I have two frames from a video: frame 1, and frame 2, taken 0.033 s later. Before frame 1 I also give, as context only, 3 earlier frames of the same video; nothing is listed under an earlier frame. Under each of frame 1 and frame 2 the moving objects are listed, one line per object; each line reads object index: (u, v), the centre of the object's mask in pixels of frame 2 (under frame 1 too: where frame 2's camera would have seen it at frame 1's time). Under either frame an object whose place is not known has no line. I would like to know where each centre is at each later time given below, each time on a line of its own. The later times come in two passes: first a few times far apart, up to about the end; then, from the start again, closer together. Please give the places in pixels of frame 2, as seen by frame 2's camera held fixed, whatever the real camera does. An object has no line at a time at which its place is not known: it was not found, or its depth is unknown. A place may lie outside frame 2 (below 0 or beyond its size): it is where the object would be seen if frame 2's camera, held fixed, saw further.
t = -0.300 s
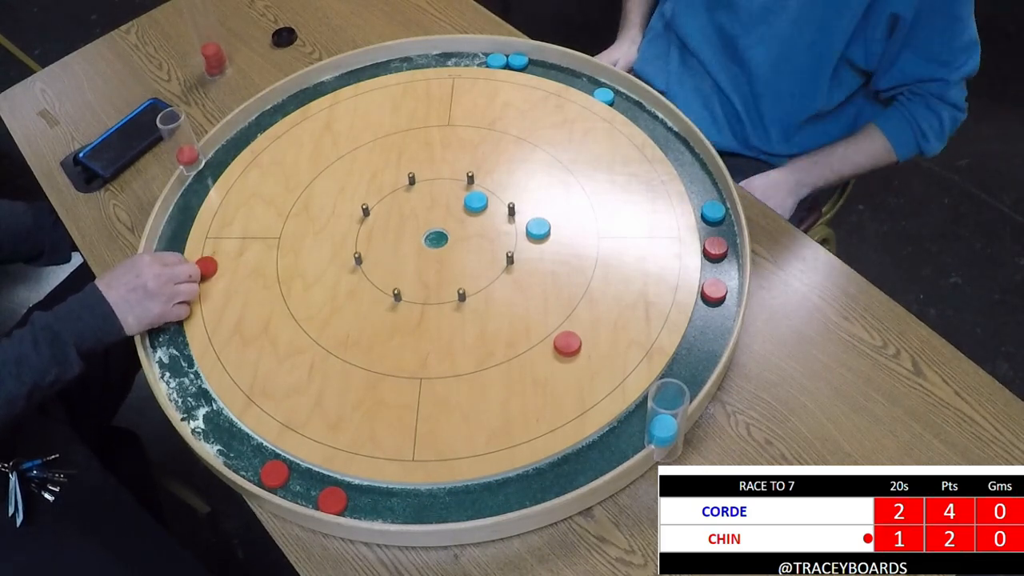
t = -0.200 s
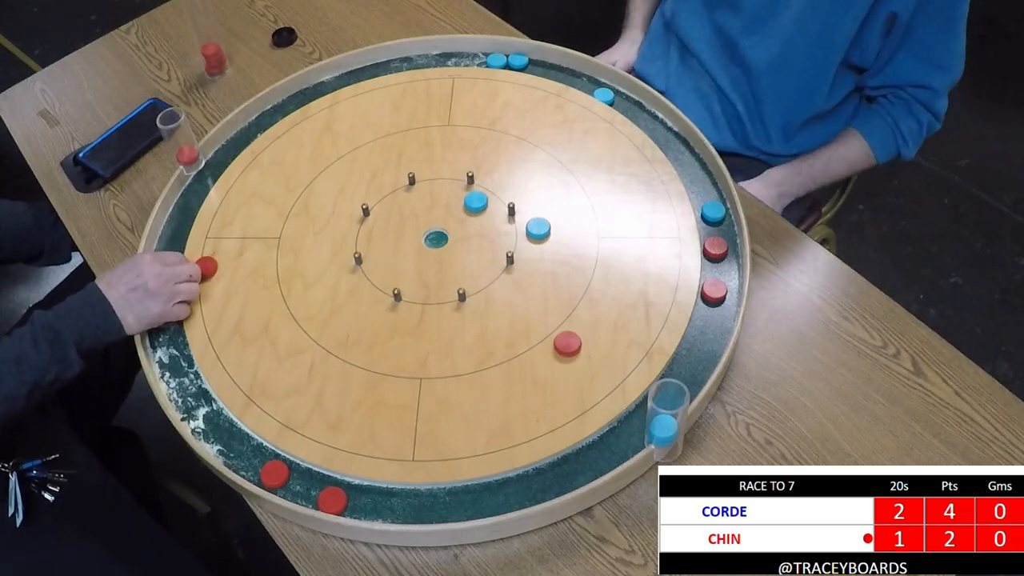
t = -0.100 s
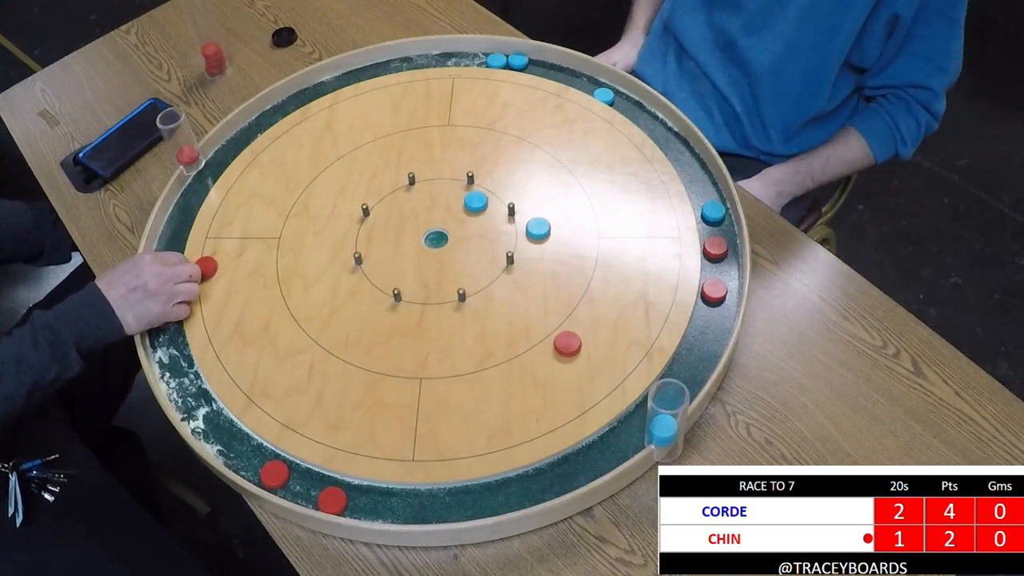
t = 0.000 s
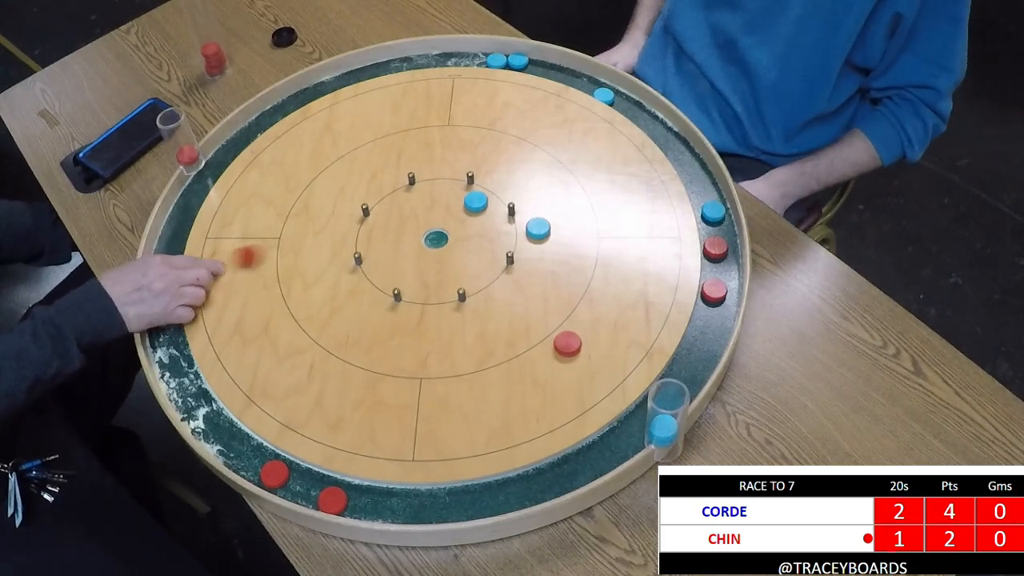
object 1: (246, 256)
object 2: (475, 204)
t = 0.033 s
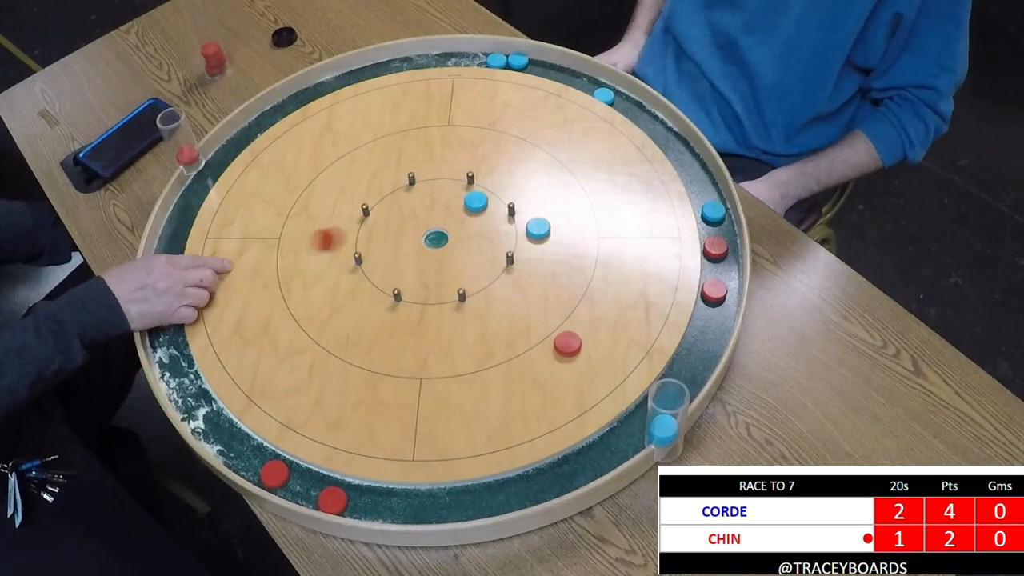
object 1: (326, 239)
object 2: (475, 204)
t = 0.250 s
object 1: (493, 235)
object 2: (677, 139)
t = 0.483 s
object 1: (519, 243)
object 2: (673, 141)
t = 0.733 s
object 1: (520, 243)
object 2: (676, 141)
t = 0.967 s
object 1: (520, 243)
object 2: (676, 141)
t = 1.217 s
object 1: (520, 243)
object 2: (676, 141)
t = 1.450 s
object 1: (520, 243)
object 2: (676, 141)
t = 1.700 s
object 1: (520, 243)
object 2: (676, 141)
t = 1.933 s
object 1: (520, 243)
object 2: (676, 141)
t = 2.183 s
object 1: (520, 243)
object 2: (676, 141)
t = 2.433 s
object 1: (520, 243)
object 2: (676, 141)
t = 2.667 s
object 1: (520, 243)
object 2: (676, 141)
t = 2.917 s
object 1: (520, 243)
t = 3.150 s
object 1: (520, 243)
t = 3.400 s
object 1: (520, 243)
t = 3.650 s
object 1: (520, 243)
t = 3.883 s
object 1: (520, 243)
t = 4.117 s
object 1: (520, 243)
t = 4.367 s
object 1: (520, 243)
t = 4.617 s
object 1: (520, 243)
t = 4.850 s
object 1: (520, 243)
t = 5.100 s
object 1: (520, 243)
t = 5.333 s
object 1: (520, 243)
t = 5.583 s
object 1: (520, 243)
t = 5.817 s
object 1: (520, 243)
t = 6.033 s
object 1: (520, 243)
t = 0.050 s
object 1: (366, 230)
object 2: (475, 202)
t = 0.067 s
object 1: (405, 221)
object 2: (475, 202)
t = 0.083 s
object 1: (442, 212)
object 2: (475, 202)
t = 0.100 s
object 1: (457, 212)
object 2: (496, 195)
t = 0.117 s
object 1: (462, 215)
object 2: (526, 185)
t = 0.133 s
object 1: (466, 218)
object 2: (554, 175)
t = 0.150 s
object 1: (471, 221)
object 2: (580, 166)
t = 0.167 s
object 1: (475, 223)
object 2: (606, 157)
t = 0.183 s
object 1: (479, 226)
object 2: (632, 148)
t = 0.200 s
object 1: (483, 228)
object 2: (659, 139)
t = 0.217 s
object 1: (486, 230)
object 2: (676, 135)
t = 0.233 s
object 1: (490, 233)
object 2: (668, 141)
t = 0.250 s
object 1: (493, 235)
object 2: (677, 139)
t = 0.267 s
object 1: (496, 237)
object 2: (672, 140)
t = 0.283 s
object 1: (499, 238)
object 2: (667, 143)
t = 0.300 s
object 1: (502, 240)
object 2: (670, 142)
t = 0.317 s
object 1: (504, 241)
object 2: (674, 140)
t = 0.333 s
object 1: (507, 243)
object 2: (676, 140)
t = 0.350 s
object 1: (509, 244)
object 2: (673, 141)
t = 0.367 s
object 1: (511, 245)
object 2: (670, 142)
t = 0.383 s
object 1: (513, 245)
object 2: (668, 142)
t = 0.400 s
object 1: (515, 245)
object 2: (666, 143)
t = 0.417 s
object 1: (516, 244)
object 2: (667, 143)
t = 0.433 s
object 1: (517, 244)
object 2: (669, 142)
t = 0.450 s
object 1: (518, 244)
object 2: (670, 142)
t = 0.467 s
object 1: (519, 243)
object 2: (672, 142)
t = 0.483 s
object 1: (519, 243)
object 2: (673, 141)
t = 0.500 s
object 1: (519, 243)
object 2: (674, 141)
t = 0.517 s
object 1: (520, 243)
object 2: (675, 141)
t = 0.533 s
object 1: (520, 243)
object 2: (675, 141)
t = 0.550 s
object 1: (520, 243)
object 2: (675, 141)
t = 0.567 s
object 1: (520, 243)
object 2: (675, 141)
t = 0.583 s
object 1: (519, 243)
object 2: (675, 141)
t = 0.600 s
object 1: (520, 243)
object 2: (675, 141)
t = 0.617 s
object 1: (520, 243)
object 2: (675, 141)
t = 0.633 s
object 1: (520, 243)
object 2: (675, 141)
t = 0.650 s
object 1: (519, 243)
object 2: (676, 141)
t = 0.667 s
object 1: (520, 243)
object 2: (676, 141)
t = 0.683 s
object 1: (520, 243)
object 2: (676, 141)
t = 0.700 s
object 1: (520, 243)
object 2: (676, 141)
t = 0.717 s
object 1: (520, 243)
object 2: (676, 141)
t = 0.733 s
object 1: (520, 243)
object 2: (676, 141)
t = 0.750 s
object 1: (520, 243)
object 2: (676, 141)
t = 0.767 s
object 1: (520, 243)
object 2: (676, 141)
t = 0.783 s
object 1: (520, 243)
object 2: (676, 141)
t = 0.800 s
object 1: (520, 243)
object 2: (676, 141)
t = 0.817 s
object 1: (520, 243)
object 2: (676, 141)
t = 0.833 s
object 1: (520, 243)
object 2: (676, 141)
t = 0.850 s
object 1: (520, 243)
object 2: (676, 141)
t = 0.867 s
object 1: (520, 243)
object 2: (676, 141)
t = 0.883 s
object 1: (520, 243)
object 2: (676, 141)
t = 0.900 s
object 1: (520, 243)
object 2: (676, 141)
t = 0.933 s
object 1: (520, 243)
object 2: (676, 141)
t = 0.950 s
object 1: (520, 243)
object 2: (676, 141)
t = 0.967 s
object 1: (520, 243)
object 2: (676, 141)
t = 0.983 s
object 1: (520, 243)
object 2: (676, 141)
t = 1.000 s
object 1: (520, 243)
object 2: (676, 141)
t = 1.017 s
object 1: (520, 243)
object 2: (676, 141)
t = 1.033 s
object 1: (520, 243)
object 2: (676, 141)
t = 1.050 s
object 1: (520, 243)
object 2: (676, 141)
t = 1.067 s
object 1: (520, 243)
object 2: (676, 141)
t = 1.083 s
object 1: (520, 243)
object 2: (676, 141)
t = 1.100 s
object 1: (520, 243)
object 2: (676, 141)
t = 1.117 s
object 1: (520, 243)
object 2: (676, 141)
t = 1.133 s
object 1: (520, 243)
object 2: (676, 141)
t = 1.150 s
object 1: (520, 243)
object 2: (676, 141)
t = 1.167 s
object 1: (520, 243)
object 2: (676, 141)
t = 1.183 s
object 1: (520, 243)
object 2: (676, 141)
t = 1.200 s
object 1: (520, 243)
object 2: (676, 141)
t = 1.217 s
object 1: (520, 243)
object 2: (676, 141)
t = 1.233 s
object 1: (520, 243)
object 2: (676, 141)
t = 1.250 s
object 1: (520, 243)
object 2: (676, 141)
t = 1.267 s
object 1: (520, 243)
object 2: (676, 141)
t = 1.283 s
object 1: (520, 243)
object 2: (676, 141)
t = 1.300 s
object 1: (520, 243)
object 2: (676, 141)
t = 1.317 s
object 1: (520, 243)
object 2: (676, 141)
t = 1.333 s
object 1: (520, 243)
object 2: (676, 141)
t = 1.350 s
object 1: (519, 243)
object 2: (676, 141)
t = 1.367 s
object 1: (520, 243)
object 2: (676, 141)
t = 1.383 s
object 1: (520, 243)
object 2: (676, 141)
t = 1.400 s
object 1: (520, 243)
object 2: (676, 141)
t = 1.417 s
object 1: (520, 243)
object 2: (676, 141)
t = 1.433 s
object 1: (520, 243)
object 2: (676, 141)
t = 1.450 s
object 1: (520, 243)
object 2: (676, 141)
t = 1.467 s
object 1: (520, 243)
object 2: (676, 141)
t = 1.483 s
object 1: (520, 243)
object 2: (676, 141)
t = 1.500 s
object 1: (520, 243)
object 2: (676, 141)
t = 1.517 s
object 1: (520, 243)
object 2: (676, 141)
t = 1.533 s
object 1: (520, 243)
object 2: (676, 141)
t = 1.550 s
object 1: (520, 243)
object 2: (676, 141)
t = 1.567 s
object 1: (520, 243)
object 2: (676, 141)
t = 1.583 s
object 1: (520, 243)
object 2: (676, 141)
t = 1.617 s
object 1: (520, 243)
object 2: (676, 141)
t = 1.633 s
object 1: (520, 243)
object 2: (676, 141)
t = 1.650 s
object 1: (520, 243)
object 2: (676, 141)
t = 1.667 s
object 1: (520, 243)
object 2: (676, 141)
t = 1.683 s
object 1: (520, 243)
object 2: (676, 141)
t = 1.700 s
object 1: (520, 243)
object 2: (676, 141)
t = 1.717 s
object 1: (520, 243)
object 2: (676, 141)
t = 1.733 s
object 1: (520, 243)
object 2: (676, 141)
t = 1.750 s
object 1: (520, 243)
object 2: (676, 141)
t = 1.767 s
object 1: (520, 243)
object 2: (676, 141)
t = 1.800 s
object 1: (520, 243)
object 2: (676, 141)
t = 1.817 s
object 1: (520, 243)
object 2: (676, 141)
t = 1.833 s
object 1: (520, 243)
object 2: (676, 141)
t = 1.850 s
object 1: (520, 243)
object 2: (676, 141)
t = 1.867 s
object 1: (520, 243)
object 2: (676, 141)
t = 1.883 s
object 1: (520, 243)
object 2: (676, 141)
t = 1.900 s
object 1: (520, 243)
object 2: (676, 141)
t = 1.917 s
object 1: (520, 243)
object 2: (676, 141)
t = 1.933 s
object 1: (520, 243)
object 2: (676, 141)
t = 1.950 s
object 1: (520, 243)
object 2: (676, 141)
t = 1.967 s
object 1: (520, 243)
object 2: (676, 141)
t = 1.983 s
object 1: (520, 243)
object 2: (676, 141)
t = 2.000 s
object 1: (520, 243)
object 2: (676, 141)
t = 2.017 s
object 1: (520, 243)
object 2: (676, 141)
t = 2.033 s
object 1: (520, 243)
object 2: (676, 141)
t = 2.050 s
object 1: (520, 243)
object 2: (676, 141)
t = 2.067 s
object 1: (520, 243)
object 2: (676, 141)
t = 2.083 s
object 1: (520, 243)
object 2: (676, 141)
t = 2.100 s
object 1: (520, 243)
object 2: (676, 141)
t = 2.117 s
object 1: (520, 243)
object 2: (676, 141)
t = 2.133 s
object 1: (520, 243)
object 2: (676, 141)
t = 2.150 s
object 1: (520, 243)
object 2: (676, 141)
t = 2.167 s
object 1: (520, 243)
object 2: (676, 141)
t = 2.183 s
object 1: (520, 243)
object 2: (676, 141)
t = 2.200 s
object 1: (520, 243)
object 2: (676, 141)
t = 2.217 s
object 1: (520, 243)
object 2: (676, 141)
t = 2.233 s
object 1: (520, 243)
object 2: (676, 141)
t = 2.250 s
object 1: (520, 243)
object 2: (676, 141)
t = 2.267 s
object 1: (520, 243)
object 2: (676, 141)
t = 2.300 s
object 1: (520, 243)
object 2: (676, 141)
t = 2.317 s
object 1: (520, 243)
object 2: (676, 141)
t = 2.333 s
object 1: (520, 243)
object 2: (676, 141)
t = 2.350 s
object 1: (520, 243)
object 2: (676, 141)
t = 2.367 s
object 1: (520, 243)
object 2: (676, 141)
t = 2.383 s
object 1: (520, 243)
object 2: (676, 141)
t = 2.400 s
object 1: (520, 243)
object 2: (676, 141)
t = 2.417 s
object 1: (520, 243)
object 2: (676, 141)
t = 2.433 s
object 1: (520, 243)
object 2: (676, 141)
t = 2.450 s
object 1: (520, 243)
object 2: (676, 141)
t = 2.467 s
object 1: (520, 243)
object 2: (676, 141)
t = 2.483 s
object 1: (520, 243)
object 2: (676, 141)
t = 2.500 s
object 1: (520, 243)
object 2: (676, 141)
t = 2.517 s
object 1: (520, 243)
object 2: (676, 141)
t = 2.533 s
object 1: (520, 243)
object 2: (676, 141)
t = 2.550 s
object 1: (520, 243)
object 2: (676, 141)
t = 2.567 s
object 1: (520, 243)
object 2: (676, 141)
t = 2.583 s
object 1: (520, 243)
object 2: (676, 141)
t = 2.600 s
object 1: (520, 243)
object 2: (676, 141)
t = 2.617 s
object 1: (520, 243)
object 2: (676, 141)
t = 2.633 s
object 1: (520, 243)
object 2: (676, 141)
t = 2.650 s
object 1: (520, 243)
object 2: (676, 141)
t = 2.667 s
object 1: (520, 243)
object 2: (676, 141)
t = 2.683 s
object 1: (520, 243)
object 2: (676, 141)
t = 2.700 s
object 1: (520, 243)
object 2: (676, 141)
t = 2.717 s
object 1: (520, 243)
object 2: (676, 141)
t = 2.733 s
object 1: (520, 243)
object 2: (676, 141)
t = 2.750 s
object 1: (520, 243)
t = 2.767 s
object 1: (520, 243)
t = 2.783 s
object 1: (520, 243)
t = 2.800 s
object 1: (520, 243)
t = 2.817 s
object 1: (520, 243)
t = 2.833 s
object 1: (520, 243)
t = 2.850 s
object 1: (520, 243)
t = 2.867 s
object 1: (520, 243)
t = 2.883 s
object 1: (520, 243)
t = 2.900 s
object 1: (520, 243)
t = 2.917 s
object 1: (520, 243)
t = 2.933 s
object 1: (520, 243)
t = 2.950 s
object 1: (520, 243)
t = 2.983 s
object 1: (520, 243)
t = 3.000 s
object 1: (520, 243)
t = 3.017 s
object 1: (520, 243)
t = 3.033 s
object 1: (520, 243)
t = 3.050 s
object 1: (520, 243)
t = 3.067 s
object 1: (520, 243)
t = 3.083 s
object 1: (520, 243)
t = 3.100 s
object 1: (520, 243)
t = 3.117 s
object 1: (520, 243)
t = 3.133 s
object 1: (520, 243)
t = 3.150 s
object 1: (520, 243)
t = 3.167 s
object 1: (520, 243)
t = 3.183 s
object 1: (520, 243)
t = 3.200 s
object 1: (520, 243)
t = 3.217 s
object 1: (520, 243)
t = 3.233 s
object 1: (520, 243)
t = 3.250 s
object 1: (520, 243)
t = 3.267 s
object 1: (520, 243)
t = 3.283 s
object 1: (520, 243)
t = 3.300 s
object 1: (520, 243)
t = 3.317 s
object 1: (520, 243)
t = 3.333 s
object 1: (520, 243)
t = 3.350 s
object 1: (520, 243)
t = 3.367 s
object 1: (520, 243)
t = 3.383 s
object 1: (520, 243)
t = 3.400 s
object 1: (520, 243)
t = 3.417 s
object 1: (520, 243)
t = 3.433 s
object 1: (520, 243)
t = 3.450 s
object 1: (520, 243)
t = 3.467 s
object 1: (520, 243)
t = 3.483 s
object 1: (520, 243)
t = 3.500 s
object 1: (520, 243)
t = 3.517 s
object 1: (520, 243)
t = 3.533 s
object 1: (520, 243)
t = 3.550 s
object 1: (520, 243)
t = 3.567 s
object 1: (520, 243)
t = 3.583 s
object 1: (520, 243)
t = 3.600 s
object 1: (520, 243)
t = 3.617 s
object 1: (520, 243)
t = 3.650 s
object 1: (520, 243)
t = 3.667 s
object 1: (520, 243)
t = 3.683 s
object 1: (520, 243)
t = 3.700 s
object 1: (520, 243)
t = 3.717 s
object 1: (520, 243)
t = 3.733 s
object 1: (520, 243)
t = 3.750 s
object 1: (520, 243)
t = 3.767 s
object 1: (520, 243)
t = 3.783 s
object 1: (520, 243)
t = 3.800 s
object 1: (520, 243)
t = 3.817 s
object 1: (520, 243)
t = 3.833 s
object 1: (520, 243)
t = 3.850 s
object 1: (520, 243)
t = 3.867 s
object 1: (520, 243)
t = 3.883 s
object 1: (520, 243)
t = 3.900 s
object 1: (520, 243)
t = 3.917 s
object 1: (520, 243)
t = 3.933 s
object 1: (520, 243)
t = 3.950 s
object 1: (520, 243)
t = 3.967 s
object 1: (520, 243)
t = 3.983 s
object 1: (520, 243)
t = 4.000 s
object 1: (520, 243)
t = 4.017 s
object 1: (520, 243)
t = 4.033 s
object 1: (520, 243)
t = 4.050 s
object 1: (520, 243)
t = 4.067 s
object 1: (520, 243)
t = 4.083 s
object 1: (520, 243)
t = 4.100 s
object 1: (520, 243)
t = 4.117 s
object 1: (520, 243)
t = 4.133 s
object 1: (520, 243)
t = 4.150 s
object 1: (520, 243)
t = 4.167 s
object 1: (520, 243)
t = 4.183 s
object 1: (520, 243)
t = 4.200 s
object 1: (520, 243)
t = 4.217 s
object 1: (520, 243)
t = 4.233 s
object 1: (520, 243)
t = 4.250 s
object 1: (520, 243)
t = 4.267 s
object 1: (520, 243)
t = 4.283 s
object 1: (520, 243)
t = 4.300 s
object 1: (520, 243)
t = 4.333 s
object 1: (520, 243)
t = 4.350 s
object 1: (520, 243)
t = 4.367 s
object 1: (520, 243)
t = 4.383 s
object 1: (520, 243)
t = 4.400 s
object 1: (520, 243)
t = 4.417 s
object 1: (520, 243)
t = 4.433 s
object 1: (520, 243)
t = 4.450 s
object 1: (520, 243)
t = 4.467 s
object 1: (520, 243)
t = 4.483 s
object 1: (520, 243)
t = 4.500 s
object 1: (520, 243)
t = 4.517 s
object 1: (520, 243)
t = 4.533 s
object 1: (520, 243)
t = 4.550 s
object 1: (520, 243)
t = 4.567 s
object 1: (520, 243)
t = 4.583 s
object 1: (520, 243)
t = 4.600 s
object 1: (520, 243)
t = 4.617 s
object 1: (520, 243)
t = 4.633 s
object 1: (520, 243)
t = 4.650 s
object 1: (520, 243)
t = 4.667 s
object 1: (520, 243)
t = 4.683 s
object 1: (520, 243)
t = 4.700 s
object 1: (520, 243)
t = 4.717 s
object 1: (520, 243)
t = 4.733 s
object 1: (520, 243)
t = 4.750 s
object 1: (520, 243)
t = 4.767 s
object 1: (520, 243)
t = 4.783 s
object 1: (520, 243)
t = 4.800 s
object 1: (520, 243)
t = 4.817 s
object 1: (520, 243)
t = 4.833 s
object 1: (520, 243)
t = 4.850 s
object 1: (520, 243)
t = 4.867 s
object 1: (520, 243)
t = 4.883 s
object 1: (520, 243)
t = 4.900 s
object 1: (520, 243)
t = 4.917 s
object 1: (520, 243)
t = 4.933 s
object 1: (520, 243)
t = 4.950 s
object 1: (520, 243)
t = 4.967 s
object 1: (520, 243)
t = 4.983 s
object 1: (520, 243)
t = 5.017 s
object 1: (520, 243)
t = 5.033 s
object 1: (520, 243)
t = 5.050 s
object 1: (520, 243)
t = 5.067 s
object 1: (520, 243)
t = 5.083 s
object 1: (520, 243)
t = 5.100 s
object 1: (520, 243)
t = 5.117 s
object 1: (520, 243)
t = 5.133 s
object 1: (520, 243)
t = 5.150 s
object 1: (520, 243)
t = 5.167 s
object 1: (520, 243)
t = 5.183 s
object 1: (520, 243)
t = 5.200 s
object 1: (520, 243)
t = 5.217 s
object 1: (520, 243)
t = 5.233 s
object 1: (520, 243)
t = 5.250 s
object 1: (520, 243)
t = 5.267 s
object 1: (520, 243)
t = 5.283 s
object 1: (520, 243)
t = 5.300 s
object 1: (520, 243)
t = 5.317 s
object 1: (520, 243)
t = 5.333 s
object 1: (520, 243)
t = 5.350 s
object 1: (520, 243)
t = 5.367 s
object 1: (520, 243)
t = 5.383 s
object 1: (520, 243)
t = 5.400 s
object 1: (519, 243)
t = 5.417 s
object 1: (519, 243)
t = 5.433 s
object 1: (520, 243)
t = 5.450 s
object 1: (520, 243)
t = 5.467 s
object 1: (520, 243)
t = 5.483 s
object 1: (520, 243)
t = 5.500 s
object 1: (520, 243)
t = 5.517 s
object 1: (520, 243)
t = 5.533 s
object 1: (520, 243)
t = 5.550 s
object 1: (520, 243)
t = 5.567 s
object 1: (520, 243)
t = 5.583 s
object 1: (520, 243)
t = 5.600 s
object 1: (520, 243)
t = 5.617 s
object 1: (520, 243)
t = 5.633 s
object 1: (520, 243)
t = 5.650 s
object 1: (520, 243)
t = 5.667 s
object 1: (520, 243)
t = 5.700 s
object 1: (520, 243)
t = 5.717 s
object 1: (519, 243)
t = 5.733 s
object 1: (519, 243)
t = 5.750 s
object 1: (520, 243)
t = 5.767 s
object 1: (520, 243)
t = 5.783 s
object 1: (520, 243)
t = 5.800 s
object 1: (520, 243)
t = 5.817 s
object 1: (520, 243)
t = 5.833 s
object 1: (520, 243)
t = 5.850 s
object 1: (520, 243)
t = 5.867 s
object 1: (519, 243)
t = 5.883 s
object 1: (519, 243)
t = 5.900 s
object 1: (519, 243)
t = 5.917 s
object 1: (520, 243)
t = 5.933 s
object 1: (520, 243)
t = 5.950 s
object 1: (520, 243)
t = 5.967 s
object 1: (520, 243)
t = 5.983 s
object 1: (520, 243)
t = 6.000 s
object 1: (520, 243)
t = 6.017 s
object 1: (520, 243)
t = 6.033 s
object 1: (520, 243)
